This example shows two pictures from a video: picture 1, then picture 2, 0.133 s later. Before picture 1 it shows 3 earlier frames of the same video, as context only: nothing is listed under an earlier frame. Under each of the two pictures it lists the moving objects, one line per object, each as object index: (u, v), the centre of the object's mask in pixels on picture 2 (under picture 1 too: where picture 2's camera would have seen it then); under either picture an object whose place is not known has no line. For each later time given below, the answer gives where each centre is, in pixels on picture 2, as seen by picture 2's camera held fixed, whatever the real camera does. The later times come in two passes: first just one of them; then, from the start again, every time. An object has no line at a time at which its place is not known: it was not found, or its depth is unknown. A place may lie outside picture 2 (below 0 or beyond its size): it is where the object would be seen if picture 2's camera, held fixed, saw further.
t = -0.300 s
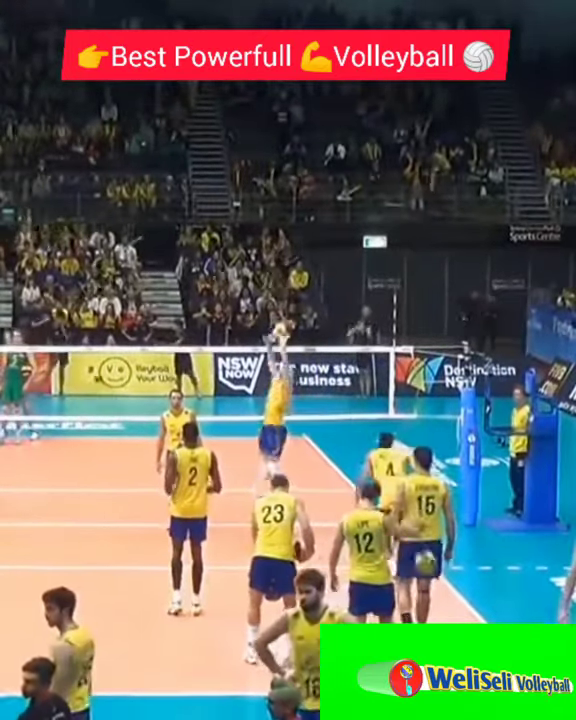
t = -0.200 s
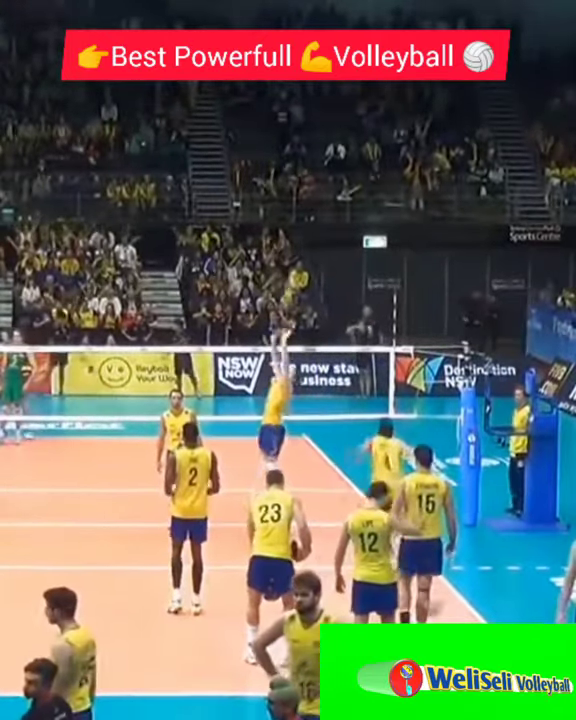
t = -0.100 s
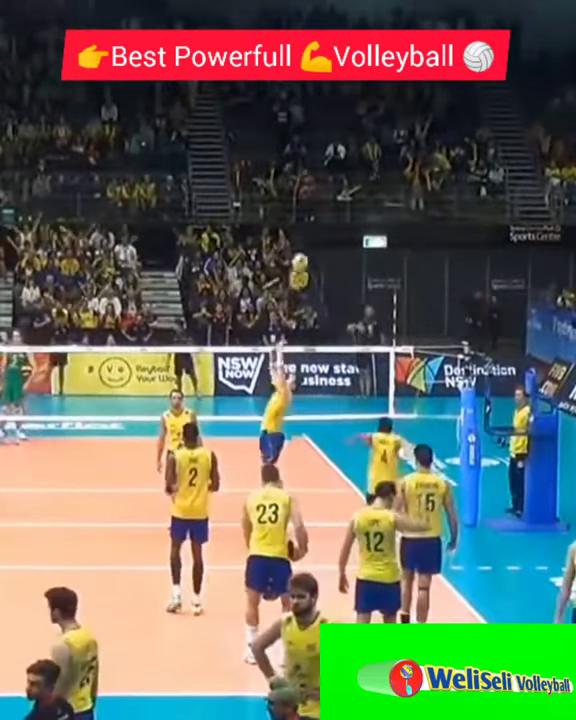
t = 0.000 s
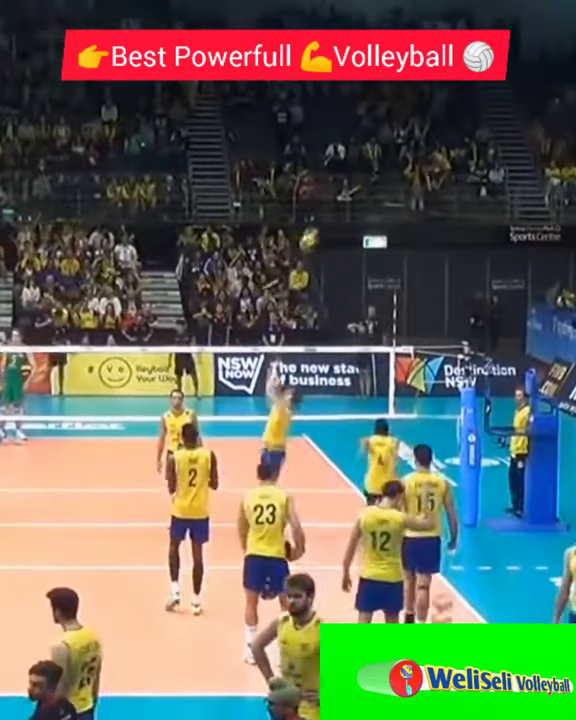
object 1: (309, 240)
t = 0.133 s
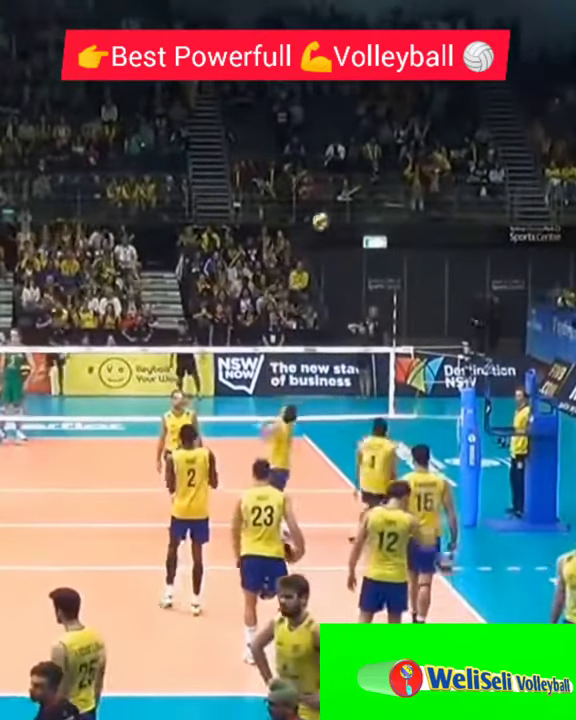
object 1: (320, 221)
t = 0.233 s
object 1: (328, 218)
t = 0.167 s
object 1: (322, 219)
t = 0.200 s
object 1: (324, 218)
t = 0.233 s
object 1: (328, 218)
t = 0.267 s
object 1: (331, 218)
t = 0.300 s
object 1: (333, 219)
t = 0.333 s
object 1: (336, 221)
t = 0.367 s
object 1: (338, 223)
